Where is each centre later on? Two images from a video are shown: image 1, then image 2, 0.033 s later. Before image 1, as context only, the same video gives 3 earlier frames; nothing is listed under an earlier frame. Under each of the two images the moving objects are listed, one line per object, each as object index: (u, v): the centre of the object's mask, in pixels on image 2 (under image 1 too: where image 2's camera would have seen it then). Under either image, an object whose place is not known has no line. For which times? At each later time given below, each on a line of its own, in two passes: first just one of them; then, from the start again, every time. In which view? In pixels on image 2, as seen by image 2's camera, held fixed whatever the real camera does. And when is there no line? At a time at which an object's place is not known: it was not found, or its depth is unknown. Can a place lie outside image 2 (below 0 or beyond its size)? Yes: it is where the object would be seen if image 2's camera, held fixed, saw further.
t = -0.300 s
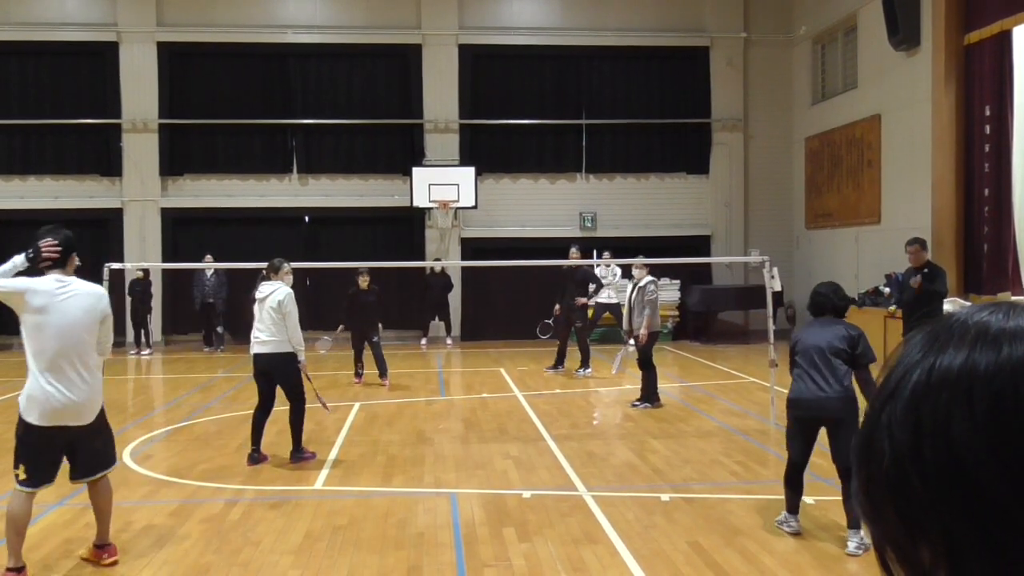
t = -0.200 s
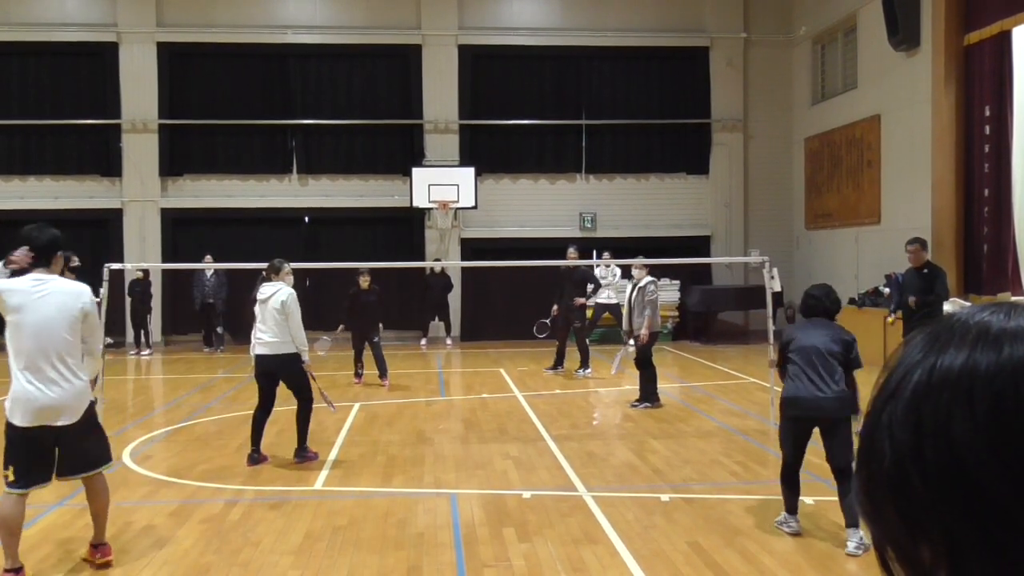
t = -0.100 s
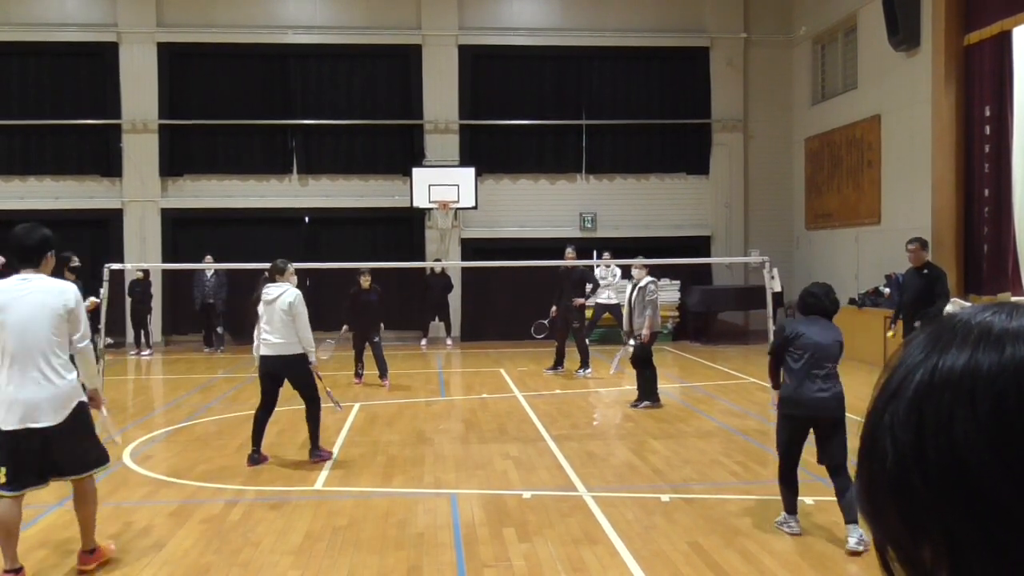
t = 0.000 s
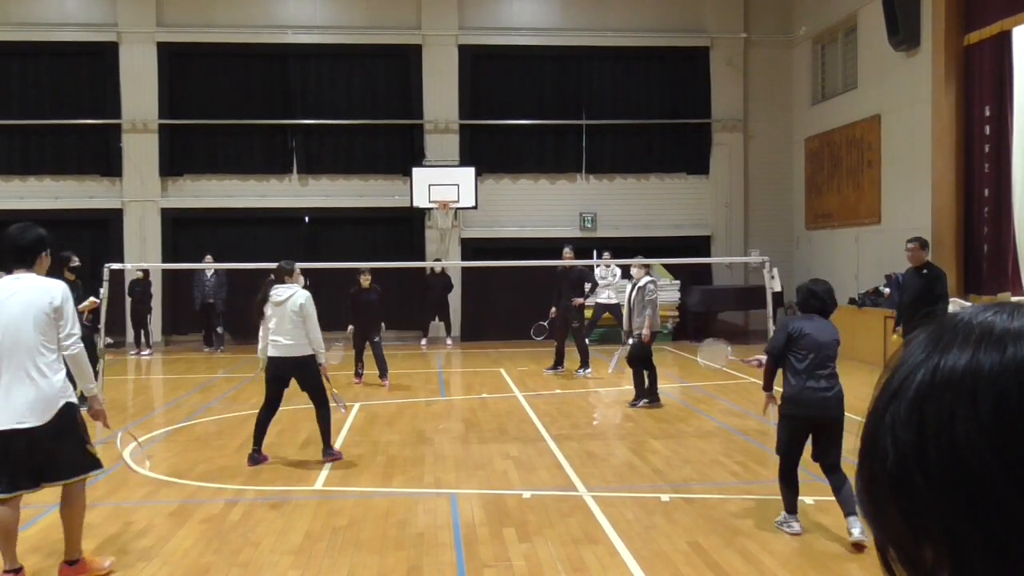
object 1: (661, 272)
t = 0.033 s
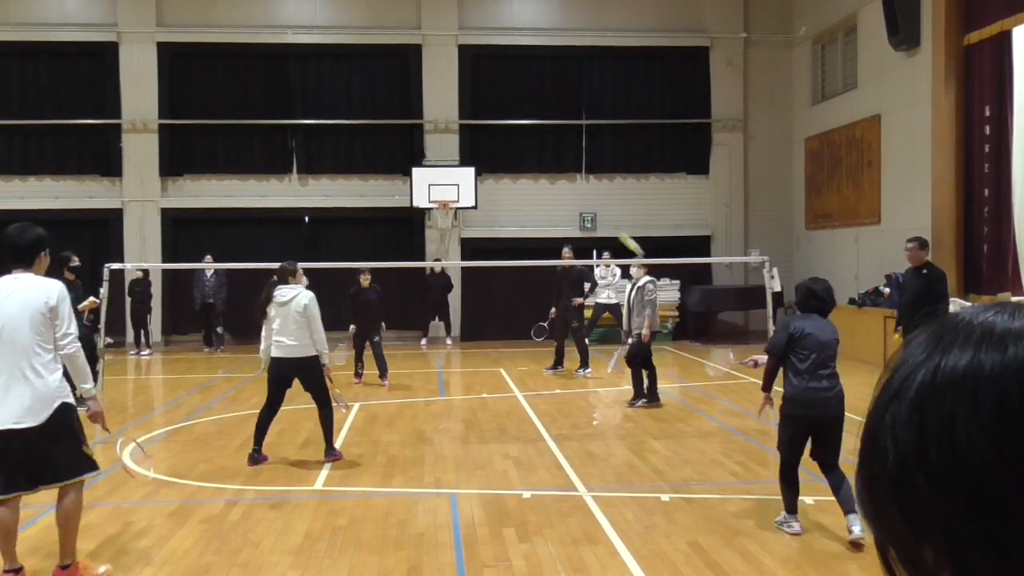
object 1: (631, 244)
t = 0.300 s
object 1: (498, 153)
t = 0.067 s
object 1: (604, 220)
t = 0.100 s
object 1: (582, 202)
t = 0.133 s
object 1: (564, 187)
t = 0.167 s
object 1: (548, 176)
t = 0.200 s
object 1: (533, 167)
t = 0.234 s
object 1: (520, 160)
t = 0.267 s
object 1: (508, 155)
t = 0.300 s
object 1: (498, 153)
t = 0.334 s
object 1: (488, 152)
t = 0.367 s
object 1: (480, 152)
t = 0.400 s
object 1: (471, 154)
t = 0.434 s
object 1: (464, 156)
